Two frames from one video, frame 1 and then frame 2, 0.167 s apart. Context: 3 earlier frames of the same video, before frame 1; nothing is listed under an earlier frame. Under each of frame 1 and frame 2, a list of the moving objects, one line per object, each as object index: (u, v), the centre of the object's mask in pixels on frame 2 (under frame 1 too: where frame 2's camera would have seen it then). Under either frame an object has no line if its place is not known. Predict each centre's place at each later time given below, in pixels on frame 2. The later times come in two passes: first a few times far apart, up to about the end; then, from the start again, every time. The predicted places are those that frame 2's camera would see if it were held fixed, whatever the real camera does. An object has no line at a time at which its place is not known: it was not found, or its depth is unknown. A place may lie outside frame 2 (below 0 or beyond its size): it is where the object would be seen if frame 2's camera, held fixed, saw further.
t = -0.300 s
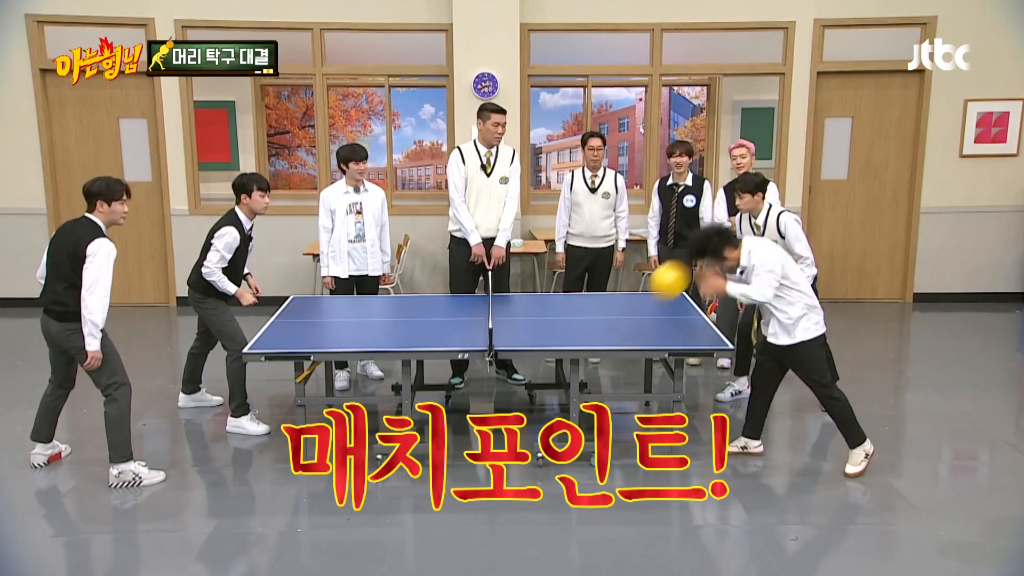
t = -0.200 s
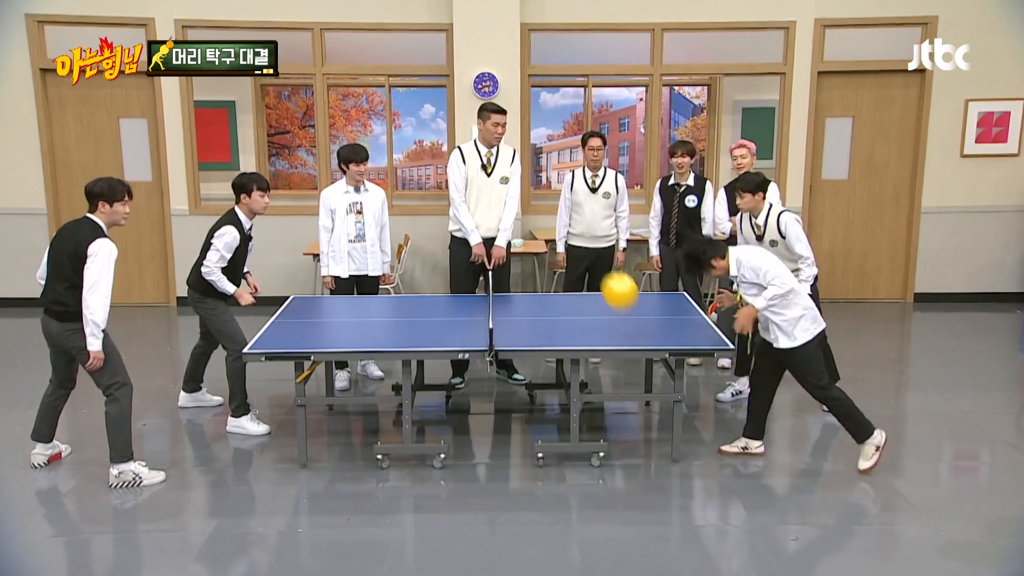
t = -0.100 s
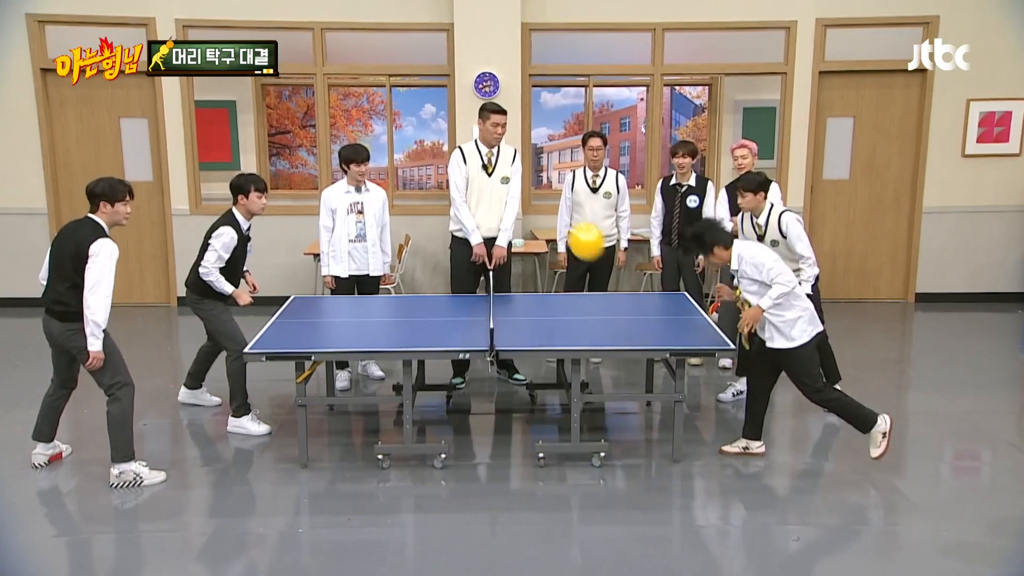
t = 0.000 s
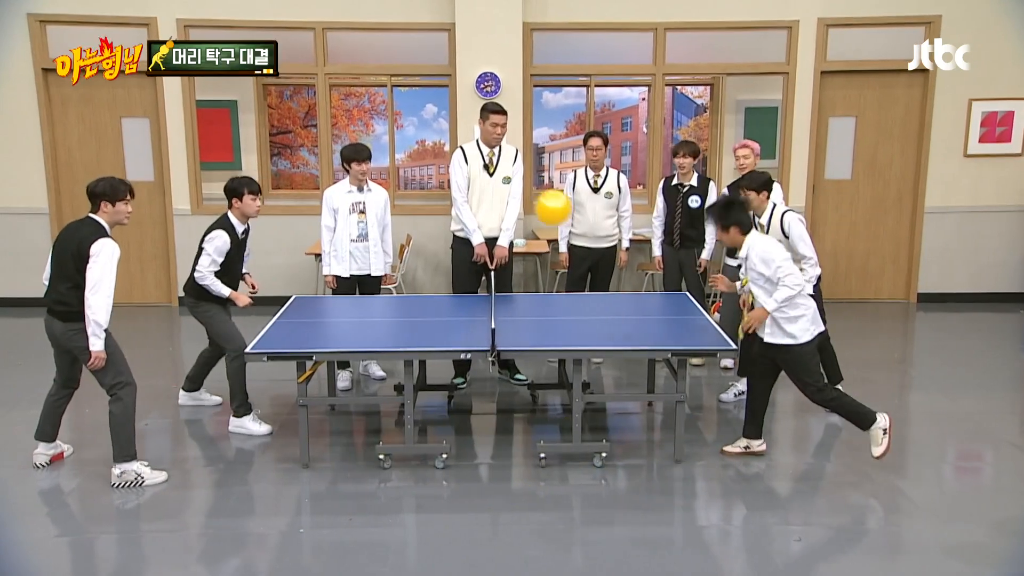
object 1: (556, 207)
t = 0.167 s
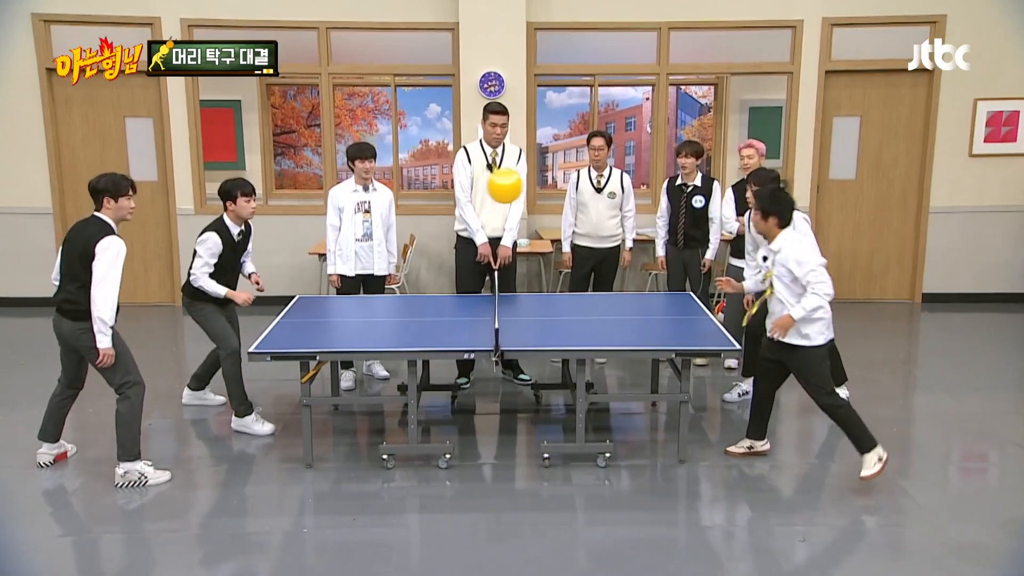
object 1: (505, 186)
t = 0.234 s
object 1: (484, 188)
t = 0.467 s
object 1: (416, 253)
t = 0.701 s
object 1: (352, 274)
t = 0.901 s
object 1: (294, 231)
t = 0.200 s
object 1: (495, 186)
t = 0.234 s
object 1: (484, 188)
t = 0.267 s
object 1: (473, 191)
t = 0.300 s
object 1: (462, 198)
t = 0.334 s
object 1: (451, 205)
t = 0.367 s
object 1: (442, 215)
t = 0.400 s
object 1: (433, 226)
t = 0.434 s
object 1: (424, 239)
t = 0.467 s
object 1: (416, 253)
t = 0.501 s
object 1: (408, 268)
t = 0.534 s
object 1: (399, 283)
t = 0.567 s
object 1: (391, 300)
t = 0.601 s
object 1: (384, 316)
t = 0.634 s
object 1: (373, 299)
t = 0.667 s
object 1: (362, 286)
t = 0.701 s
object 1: (352, 274)
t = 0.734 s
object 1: (341, 263)
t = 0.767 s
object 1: (330, 253)
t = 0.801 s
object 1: (321, 245)
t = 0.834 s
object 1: (312, 239)
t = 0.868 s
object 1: (303, 234)
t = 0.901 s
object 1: (294, 231)
